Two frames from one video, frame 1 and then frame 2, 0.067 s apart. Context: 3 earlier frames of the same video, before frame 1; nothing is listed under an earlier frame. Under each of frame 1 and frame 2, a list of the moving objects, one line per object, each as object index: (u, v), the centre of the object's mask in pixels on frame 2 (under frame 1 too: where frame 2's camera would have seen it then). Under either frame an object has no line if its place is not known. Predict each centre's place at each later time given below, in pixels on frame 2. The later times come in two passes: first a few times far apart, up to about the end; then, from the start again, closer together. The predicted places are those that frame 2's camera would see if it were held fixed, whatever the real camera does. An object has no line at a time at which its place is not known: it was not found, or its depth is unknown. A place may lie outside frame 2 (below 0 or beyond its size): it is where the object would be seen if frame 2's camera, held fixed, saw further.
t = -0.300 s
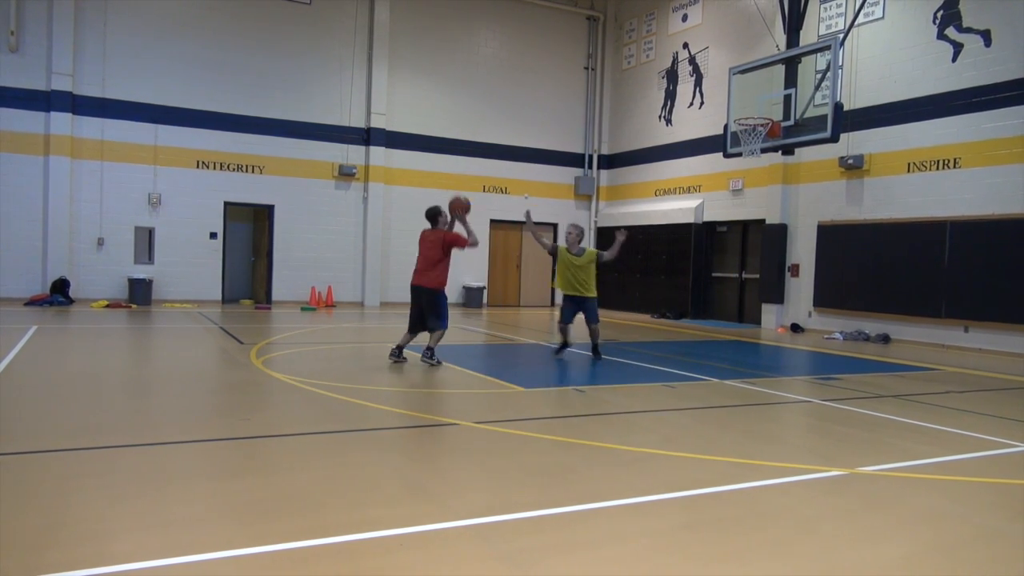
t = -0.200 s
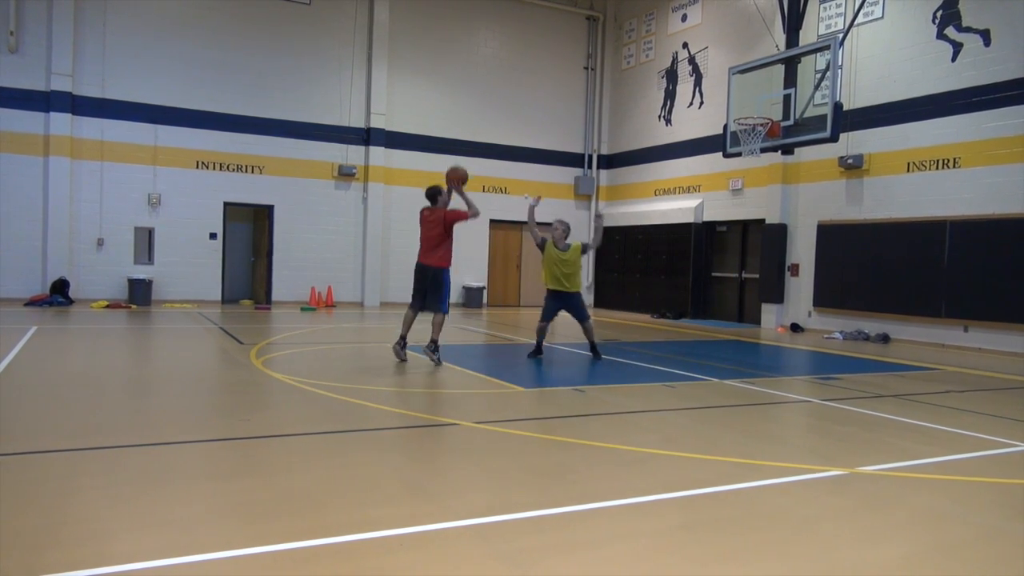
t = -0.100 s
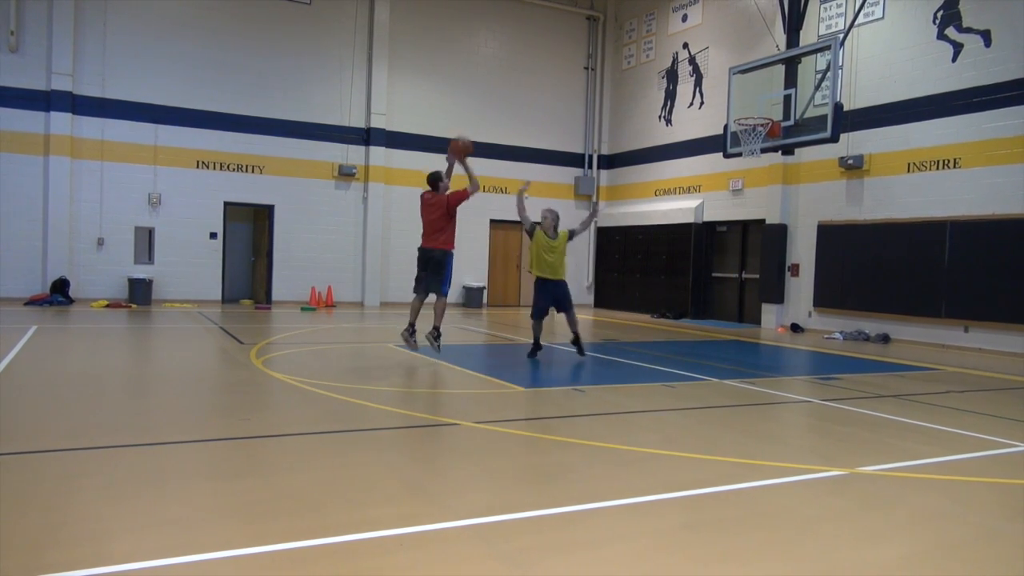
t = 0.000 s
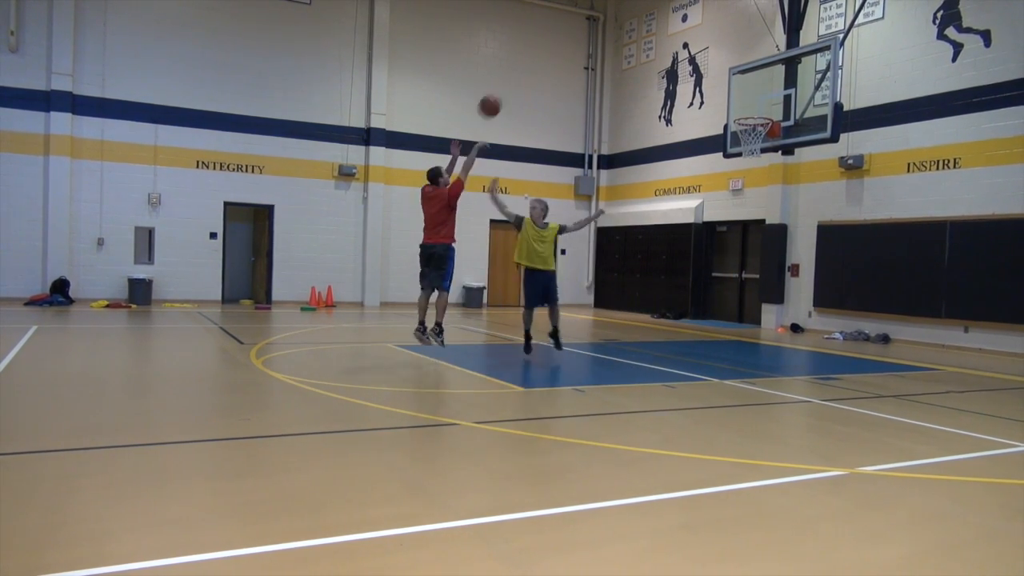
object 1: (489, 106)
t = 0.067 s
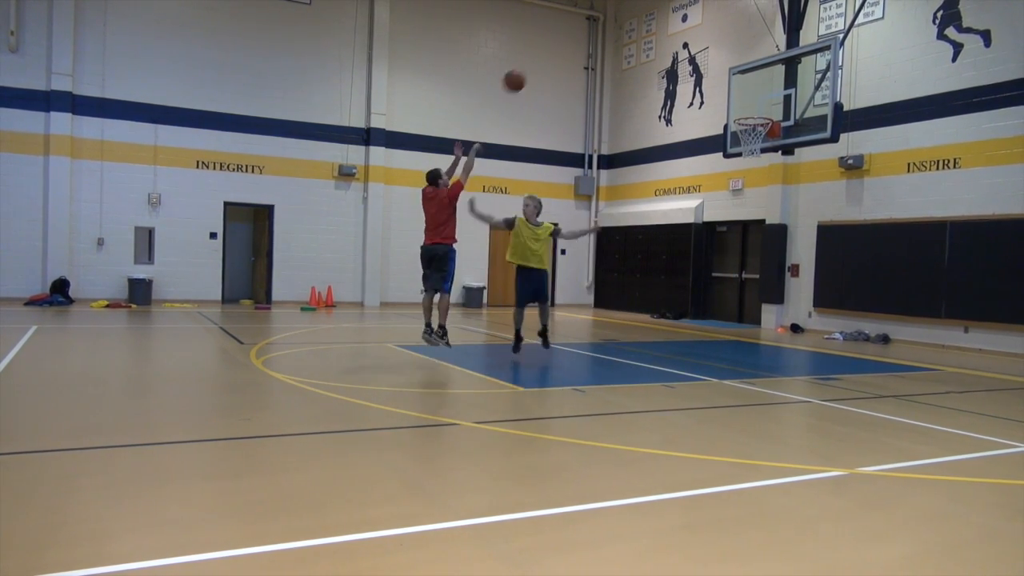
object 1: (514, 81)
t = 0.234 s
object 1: (571, 38)
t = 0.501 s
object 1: (652, 22)
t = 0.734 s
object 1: (714, 55)
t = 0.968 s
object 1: (760, 122)
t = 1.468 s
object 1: (754, 157)
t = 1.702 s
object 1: (781, 206)
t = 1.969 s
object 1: (809, 315)
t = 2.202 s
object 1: (835, 289)
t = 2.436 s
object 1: (859, 239)
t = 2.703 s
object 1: (884, 232)
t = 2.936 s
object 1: (903, 269)
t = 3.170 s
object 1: (919, 348)
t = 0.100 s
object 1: (526, 70)
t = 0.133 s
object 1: (538, 60)
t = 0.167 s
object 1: (549, 51)
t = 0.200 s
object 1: (560, 45)
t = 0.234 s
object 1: (571, 38)
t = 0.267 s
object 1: (581, 32)
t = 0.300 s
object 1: (592, 27)
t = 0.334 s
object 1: (603, 25)
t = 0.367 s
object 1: (613, 22)
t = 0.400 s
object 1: (622, 21)
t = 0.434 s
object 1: (633, 21)
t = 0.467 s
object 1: (643, 21)
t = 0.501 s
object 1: (652, 22)
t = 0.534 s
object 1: (661, 24)
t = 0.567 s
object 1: (671, 28)
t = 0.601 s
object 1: (680, 32)
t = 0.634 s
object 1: (689, 36)
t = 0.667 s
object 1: (698, 41)
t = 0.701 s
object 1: (706, 48)
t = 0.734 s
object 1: (714, 55)
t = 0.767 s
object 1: (722, 63)
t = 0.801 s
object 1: (730, 72)
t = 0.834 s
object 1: (737, 82)
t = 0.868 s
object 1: (745, 92)
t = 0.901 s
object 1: (753, 103)
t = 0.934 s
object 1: (761, 112)
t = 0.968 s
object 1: (760, 122)
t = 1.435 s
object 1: (749, 152)
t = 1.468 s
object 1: (754, 157)
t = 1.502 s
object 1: (758, 159)
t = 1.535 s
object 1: (762, 164)
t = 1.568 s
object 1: (766, 171)
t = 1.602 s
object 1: (770, 178)
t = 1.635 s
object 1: (774, 186)
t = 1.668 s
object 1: (777, 195)
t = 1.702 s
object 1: (781, 206)
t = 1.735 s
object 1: (785, 216)
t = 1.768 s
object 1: (788, 228)
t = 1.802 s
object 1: (793, 240)
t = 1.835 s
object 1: (796, 254)
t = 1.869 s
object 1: (799, 269)
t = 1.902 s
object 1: (803, 283)
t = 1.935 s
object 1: (806, 299)
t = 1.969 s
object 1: (809, 315)
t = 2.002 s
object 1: (813, 334)
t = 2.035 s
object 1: (816, 351)
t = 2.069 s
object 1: (819, 340)
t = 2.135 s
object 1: (827, 314)
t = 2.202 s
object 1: (835, 289)
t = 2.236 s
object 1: (838, 281)
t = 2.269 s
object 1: (842, 272)
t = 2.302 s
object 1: (845, 264)
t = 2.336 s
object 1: (848, 257)
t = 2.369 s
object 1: (852, 250)
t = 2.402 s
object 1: (855, 244)
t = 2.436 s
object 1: (859, 239)
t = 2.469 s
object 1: (862, 235)
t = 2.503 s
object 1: (866, 232)
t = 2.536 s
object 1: (868, 231)
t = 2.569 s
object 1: (871, 229)
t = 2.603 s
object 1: (875, 229)
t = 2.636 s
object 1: (877, 229)
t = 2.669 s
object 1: (880, 230)
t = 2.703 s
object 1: (884, 232)
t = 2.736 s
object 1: (887, 234)
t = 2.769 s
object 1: (889, 238)
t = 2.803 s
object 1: (892, 242)
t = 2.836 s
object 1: (895, 248)
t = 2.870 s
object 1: (898, 254)
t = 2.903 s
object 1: (900, 262)
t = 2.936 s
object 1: (903, 269)
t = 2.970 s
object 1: (906, 278)
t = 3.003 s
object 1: (908, 288)
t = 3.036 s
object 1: (910, 298)
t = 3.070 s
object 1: (913, 308)
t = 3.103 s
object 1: (915, 321)
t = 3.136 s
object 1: (917, 335)
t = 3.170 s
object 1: (919, 348)
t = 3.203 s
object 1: (921, 352)
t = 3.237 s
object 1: (926, 342)
